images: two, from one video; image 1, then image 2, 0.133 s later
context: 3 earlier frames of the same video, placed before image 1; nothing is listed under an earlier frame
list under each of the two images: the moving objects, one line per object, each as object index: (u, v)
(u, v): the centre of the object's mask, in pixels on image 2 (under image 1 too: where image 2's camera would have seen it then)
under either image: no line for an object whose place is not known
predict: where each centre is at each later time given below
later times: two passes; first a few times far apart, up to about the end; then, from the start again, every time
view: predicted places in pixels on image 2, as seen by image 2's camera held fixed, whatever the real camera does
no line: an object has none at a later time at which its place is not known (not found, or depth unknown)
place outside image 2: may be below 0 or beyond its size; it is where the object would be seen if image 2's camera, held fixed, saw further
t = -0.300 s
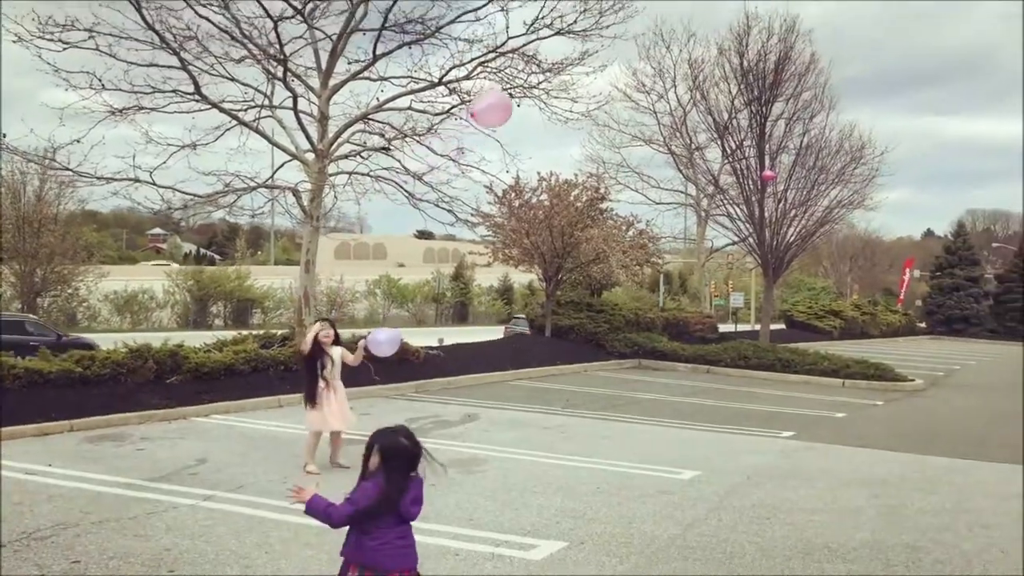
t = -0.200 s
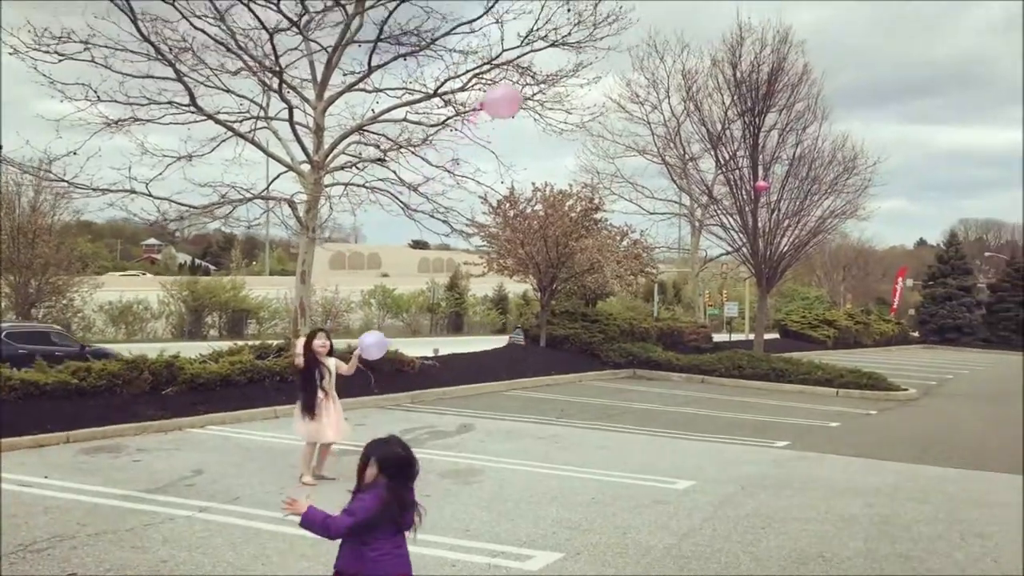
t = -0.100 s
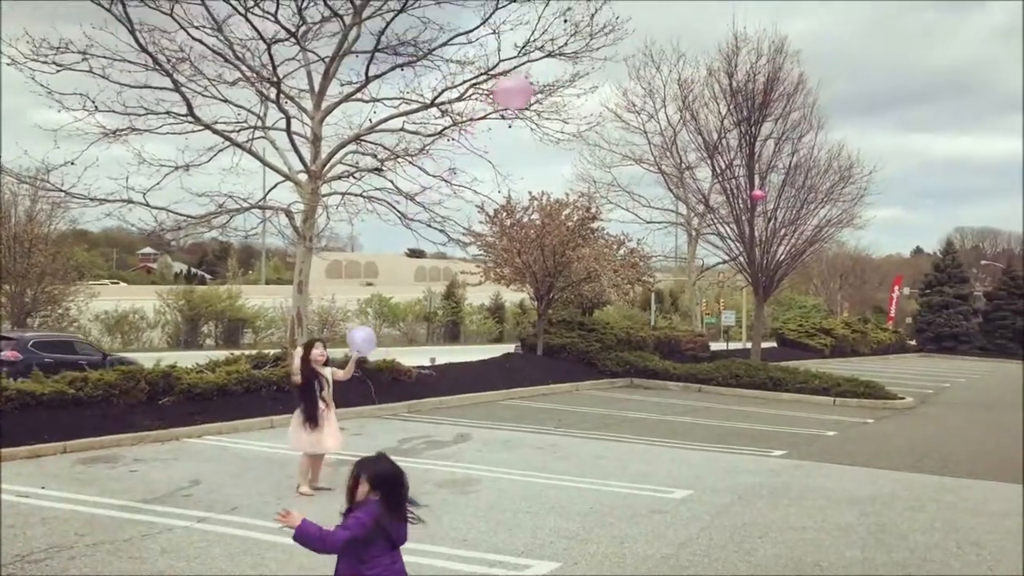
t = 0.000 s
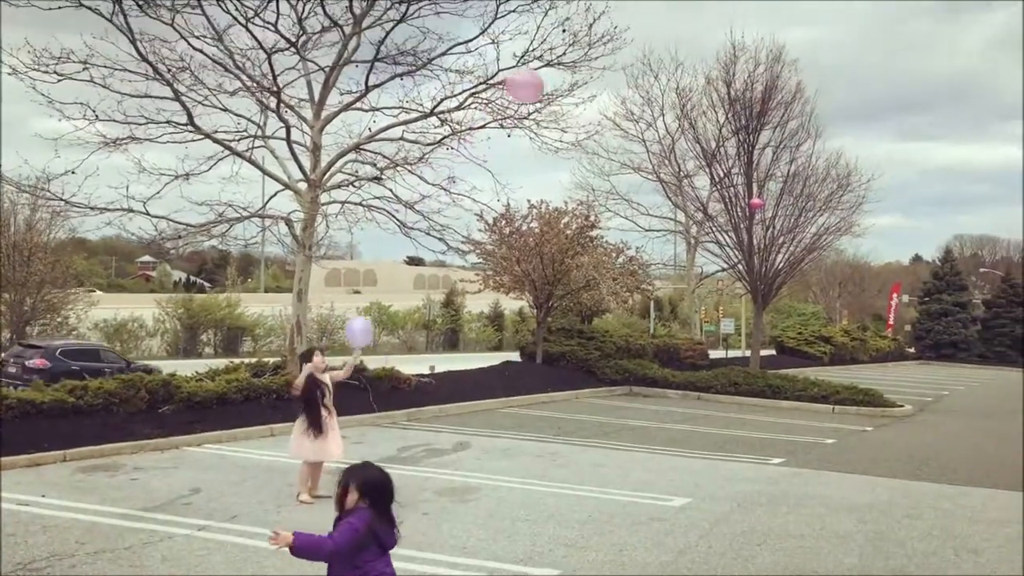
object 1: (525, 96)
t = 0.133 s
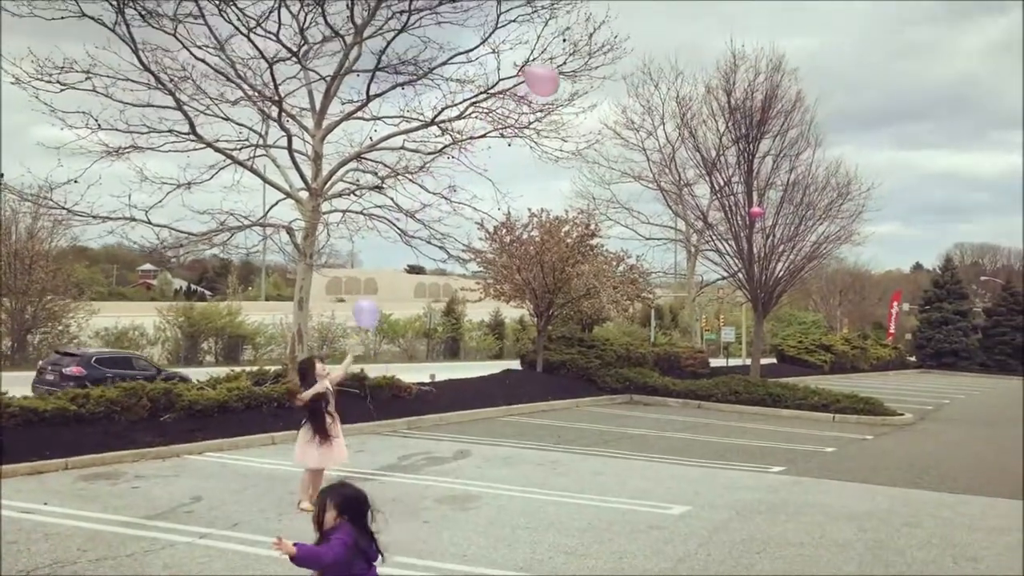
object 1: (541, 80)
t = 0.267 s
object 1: (551, 73)
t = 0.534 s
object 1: (558, 67)
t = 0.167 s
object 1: (545, 79)
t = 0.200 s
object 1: (548, 76)
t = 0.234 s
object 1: (549, 75)
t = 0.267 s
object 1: (551, 73)
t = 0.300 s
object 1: (553, 73)
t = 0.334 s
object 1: (554, 72)
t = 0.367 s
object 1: (554, 71)
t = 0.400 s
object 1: (555, 70)
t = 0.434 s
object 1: (556, 69)
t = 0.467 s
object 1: (556, 68)
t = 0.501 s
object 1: (558, 67)
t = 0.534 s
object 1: (558, 67)
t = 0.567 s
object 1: (559, 66)
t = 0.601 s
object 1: (561, 64)
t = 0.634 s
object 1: (561, 63)
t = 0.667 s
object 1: (566, 60)
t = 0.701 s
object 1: (566, 59)
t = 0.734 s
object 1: (568, 53)
